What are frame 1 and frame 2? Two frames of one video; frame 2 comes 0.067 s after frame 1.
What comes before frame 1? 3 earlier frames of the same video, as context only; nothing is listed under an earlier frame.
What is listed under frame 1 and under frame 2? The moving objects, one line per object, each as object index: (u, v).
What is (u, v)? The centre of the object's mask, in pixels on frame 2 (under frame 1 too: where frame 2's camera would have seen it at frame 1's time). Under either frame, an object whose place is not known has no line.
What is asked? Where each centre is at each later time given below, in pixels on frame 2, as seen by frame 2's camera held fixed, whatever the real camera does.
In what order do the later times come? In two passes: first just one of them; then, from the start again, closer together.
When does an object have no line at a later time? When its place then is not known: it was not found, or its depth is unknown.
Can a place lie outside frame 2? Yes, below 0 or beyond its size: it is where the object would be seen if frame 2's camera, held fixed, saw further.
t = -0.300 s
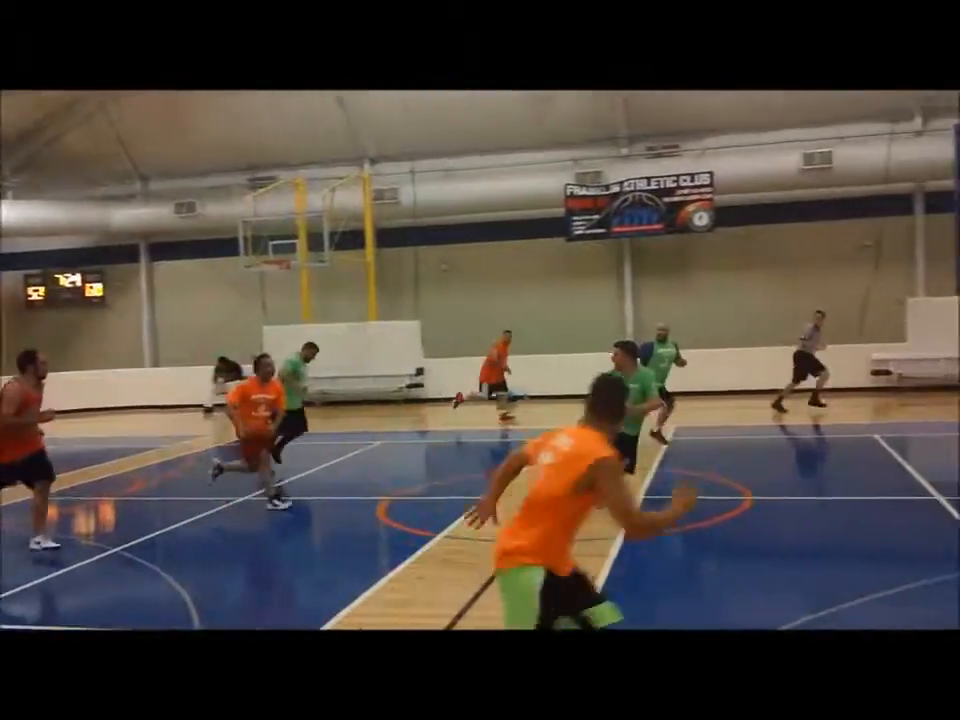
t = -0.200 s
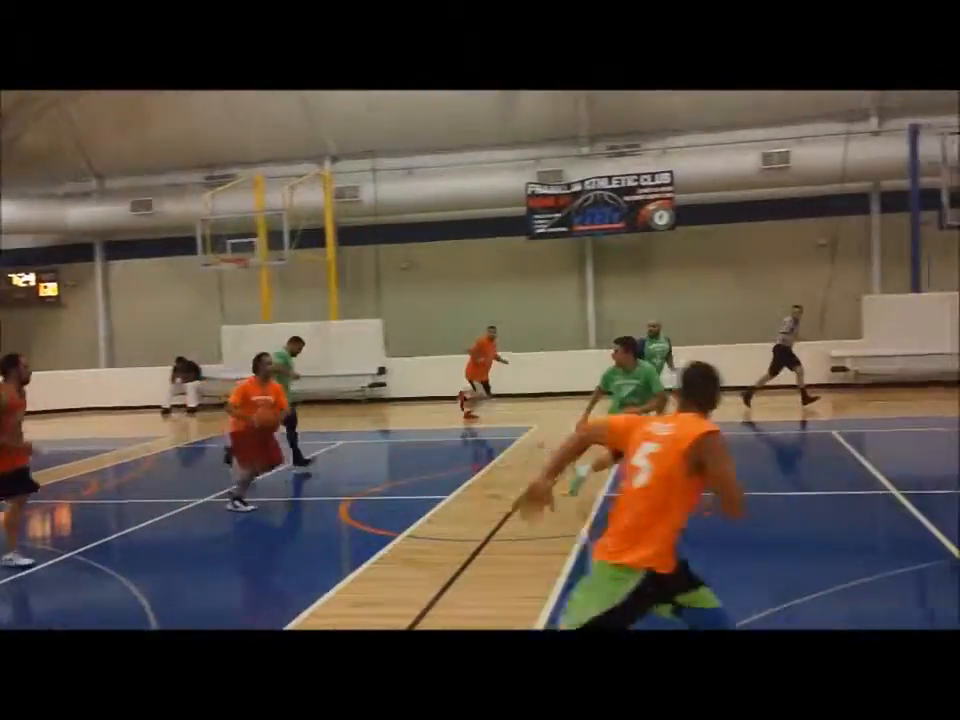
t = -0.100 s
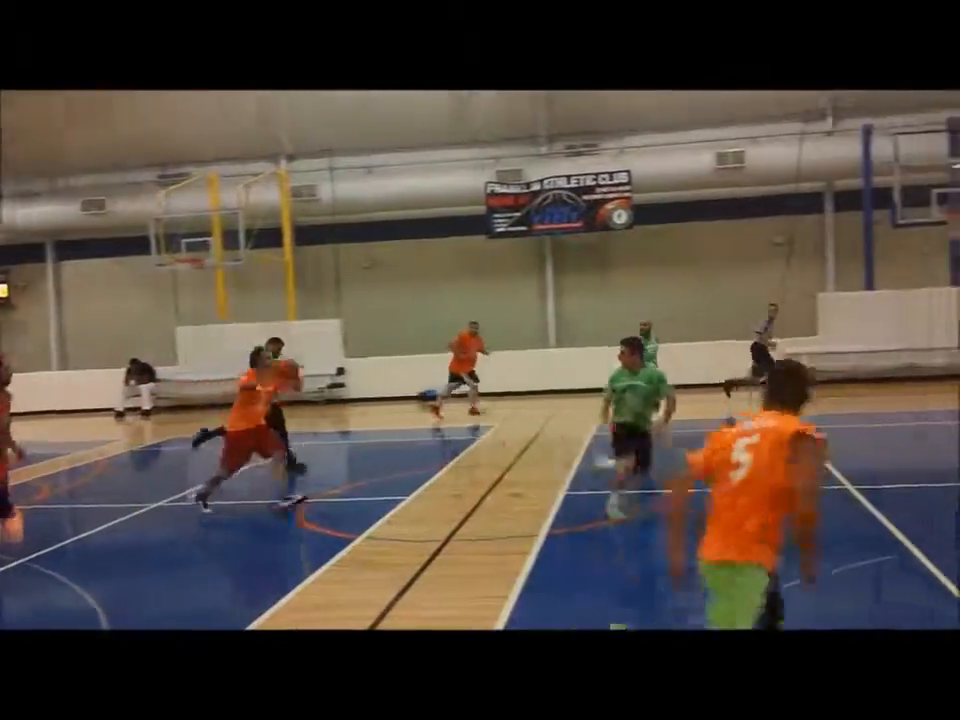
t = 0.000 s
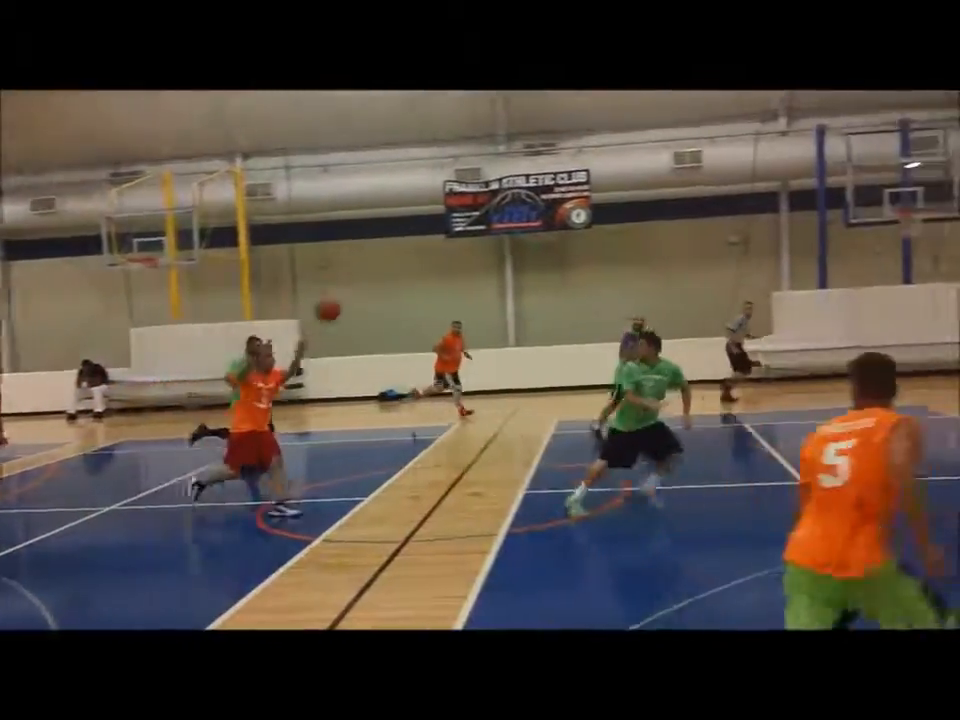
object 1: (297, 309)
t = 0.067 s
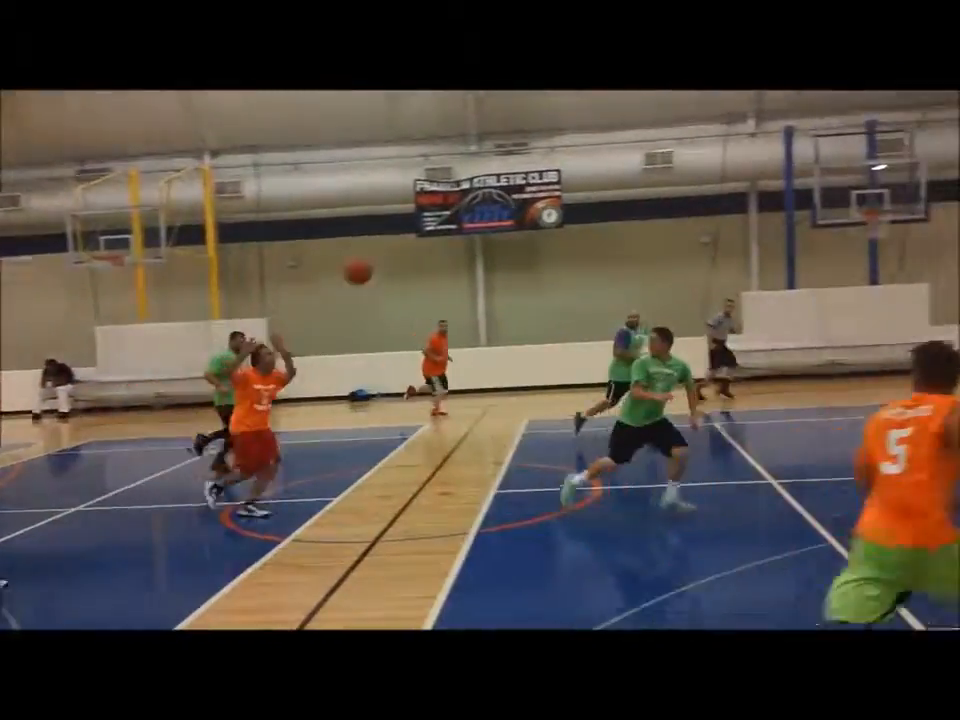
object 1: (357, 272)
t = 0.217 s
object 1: (512, 190)
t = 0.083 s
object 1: (374, 265)
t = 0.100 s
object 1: (388, 254)
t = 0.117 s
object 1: (405, 246)
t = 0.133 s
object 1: (422, 237)
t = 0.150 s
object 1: (439, 229)
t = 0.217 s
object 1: (512, 190)
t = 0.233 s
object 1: (524, 188)
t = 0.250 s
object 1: (543, 180)
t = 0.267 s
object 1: (561, 174)
